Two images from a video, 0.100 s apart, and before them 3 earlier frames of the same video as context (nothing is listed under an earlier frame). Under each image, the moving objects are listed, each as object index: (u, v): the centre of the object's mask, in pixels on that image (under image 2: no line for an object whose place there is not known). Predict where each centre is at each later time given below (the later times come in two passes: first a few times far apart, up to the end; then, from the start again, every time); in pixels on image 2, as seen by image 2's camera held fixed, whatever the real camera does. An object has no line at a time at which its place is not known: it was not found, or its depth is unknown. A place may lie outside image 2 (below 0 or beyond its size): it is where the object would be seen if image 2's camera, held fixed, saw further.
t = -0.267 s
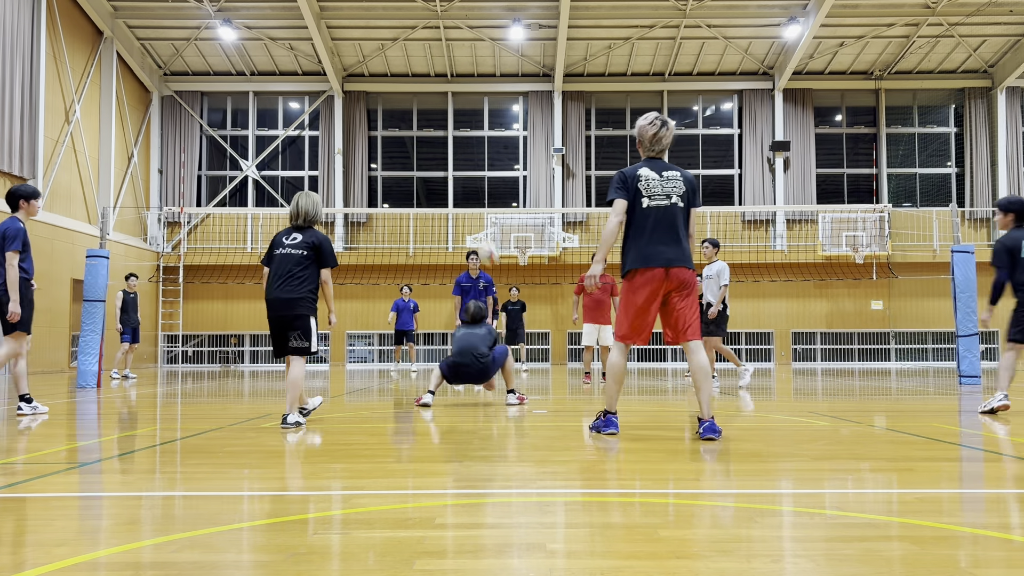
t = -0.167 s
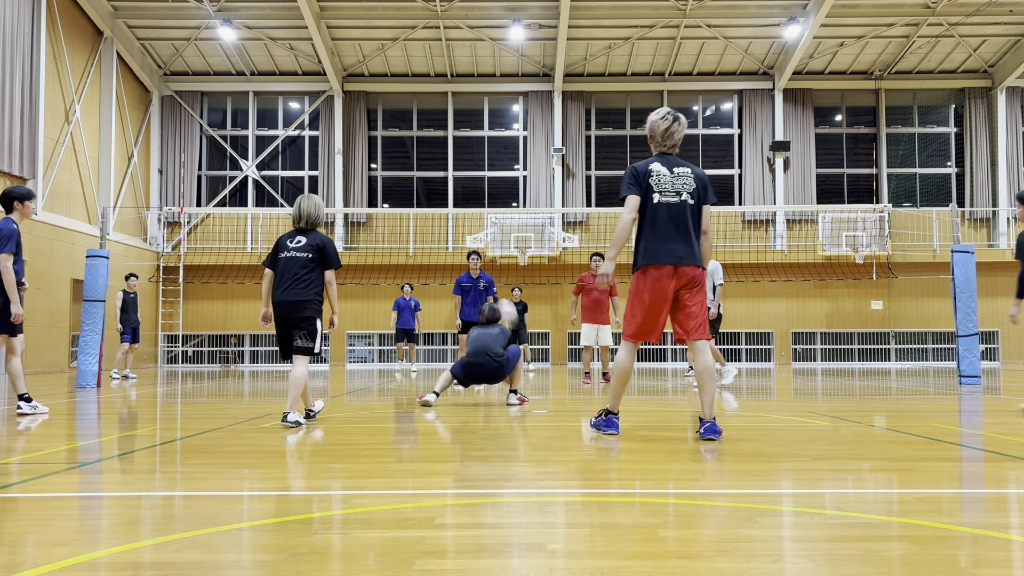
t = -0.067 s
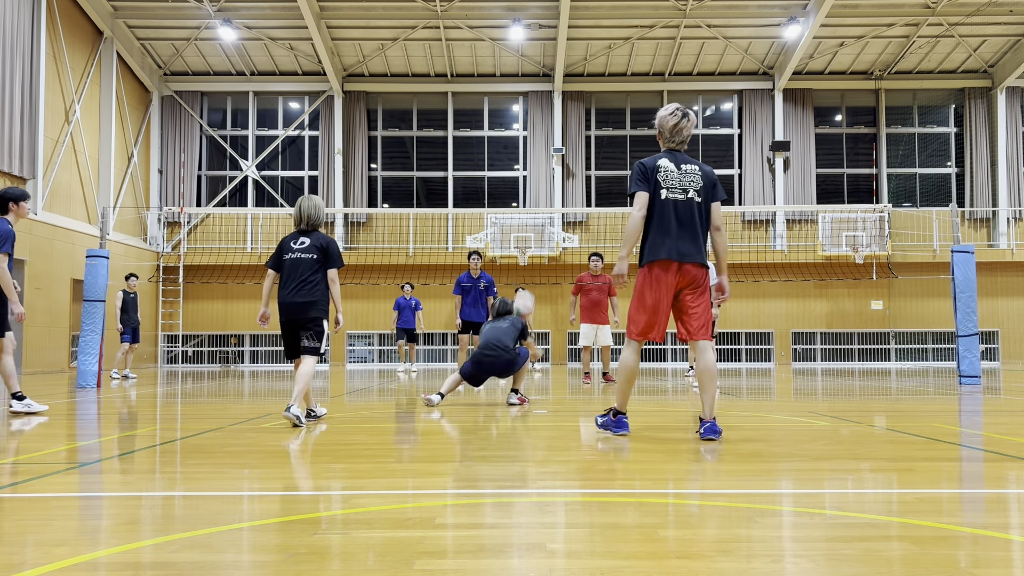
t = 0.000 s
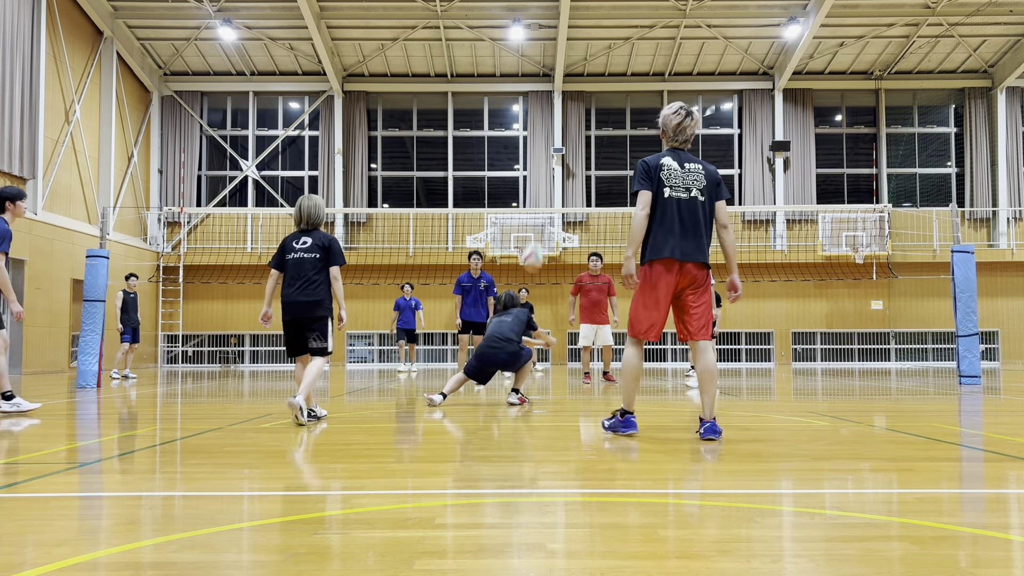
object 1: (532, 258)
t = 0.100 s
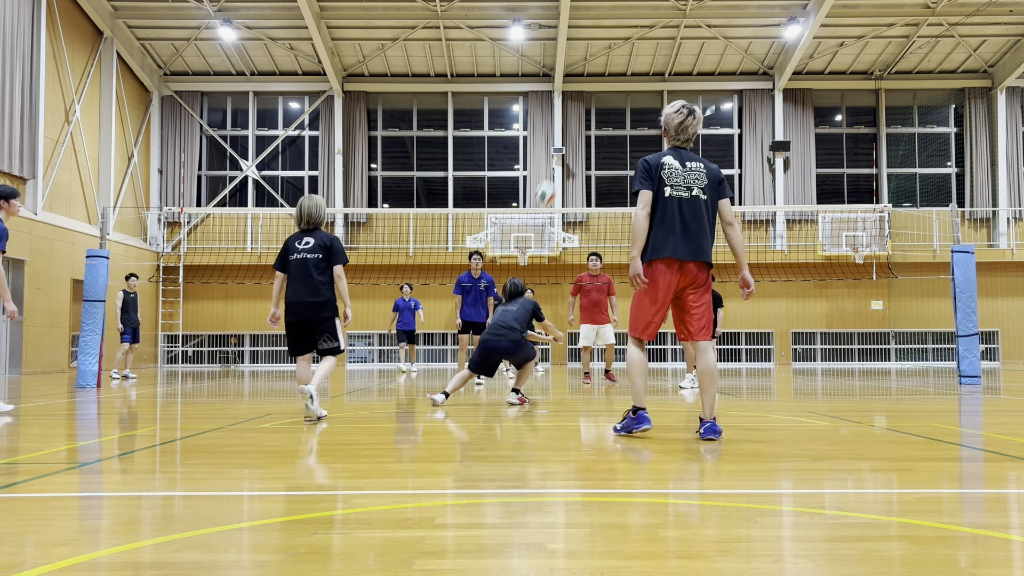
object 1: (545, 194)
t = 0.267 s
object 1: (565, 119)
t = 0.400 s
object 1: (578, 82)
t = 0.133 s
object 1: (550, 175)
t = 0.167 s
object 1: (554, 158)
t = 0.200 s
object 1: (557, 143)
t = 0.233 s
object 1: (561, 130)
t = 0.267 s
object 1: (565, 119)
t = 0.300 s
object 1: (568, 107)
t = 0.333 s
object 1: (571, 98)
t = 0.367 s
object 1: (575, 89)
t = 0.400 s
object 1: (578, 82)
